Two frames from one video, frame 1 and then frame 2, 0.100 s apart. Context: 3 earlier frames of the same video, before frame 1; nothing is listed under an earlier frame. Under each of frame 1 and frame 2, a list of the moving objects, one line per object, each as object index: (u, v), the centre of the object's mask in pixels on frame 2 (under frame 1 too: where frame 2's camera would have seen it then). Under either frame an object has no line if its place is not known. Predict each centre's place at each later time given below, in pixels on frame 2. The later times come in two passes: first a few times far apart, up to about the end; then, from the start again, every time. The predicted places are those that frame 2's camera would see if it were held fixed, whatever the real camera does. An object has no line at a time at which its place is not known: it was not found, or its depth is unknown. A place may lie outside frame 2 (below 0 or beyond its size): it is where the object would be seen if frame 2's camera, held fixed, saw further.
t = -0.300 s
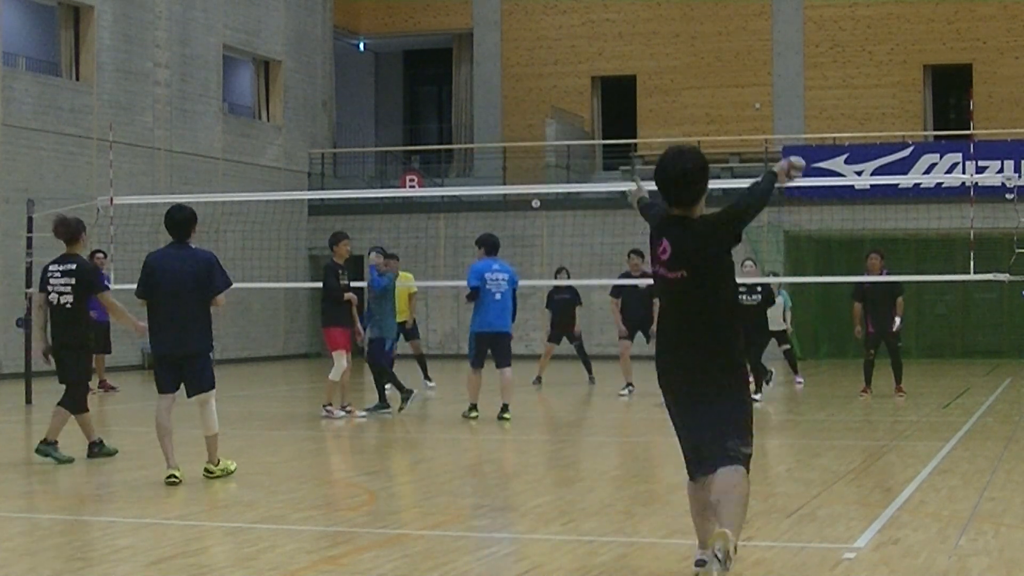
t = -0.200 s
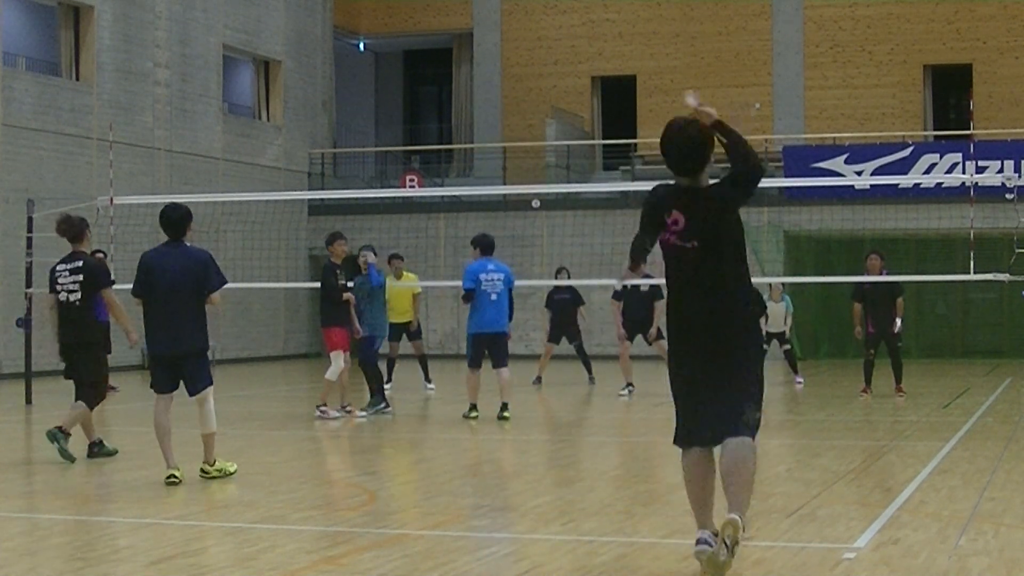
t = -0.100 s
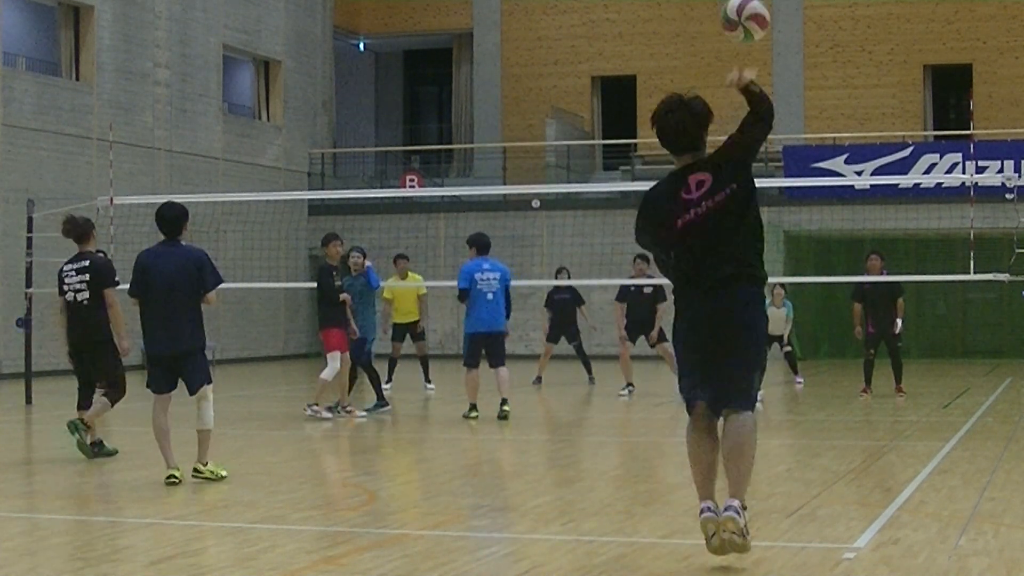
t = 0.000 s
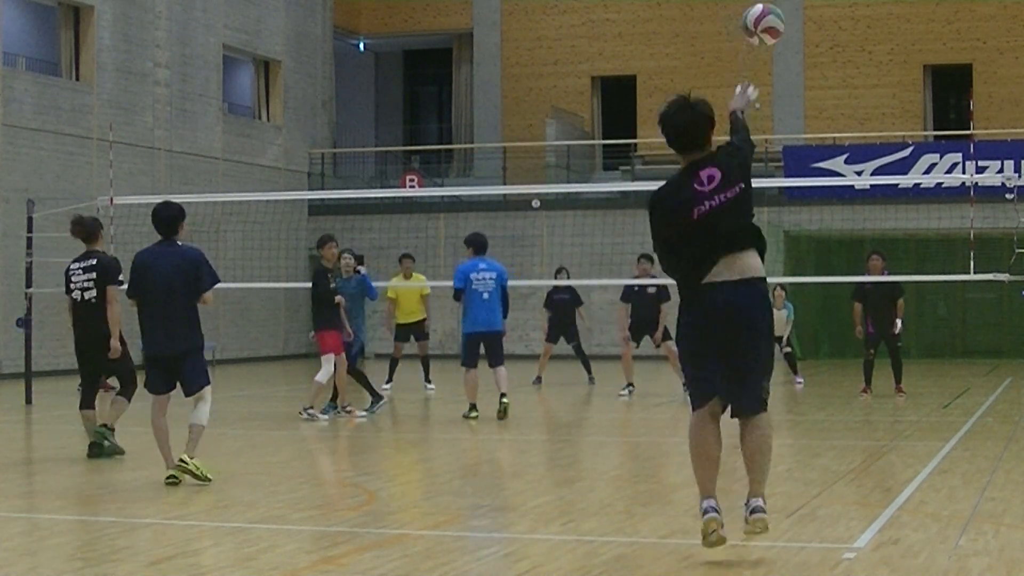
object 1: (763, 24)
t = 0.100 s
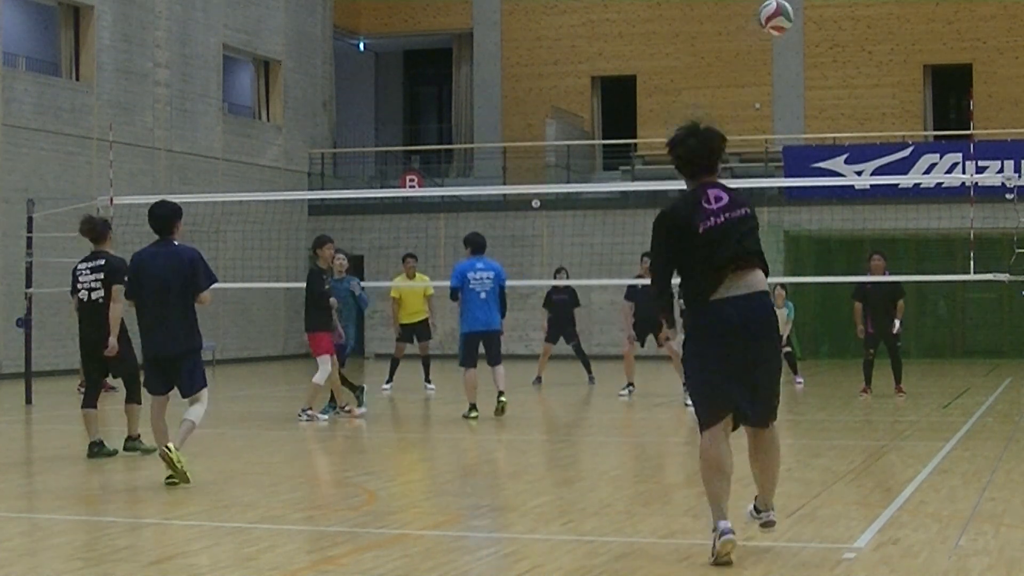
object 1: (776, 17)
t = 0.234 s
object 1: (776, 28)
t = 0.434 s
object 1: (763, 76)
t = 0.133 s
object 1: (777, 17)
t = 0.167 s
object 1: (777, 20)
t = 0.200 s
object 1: (777, 23)
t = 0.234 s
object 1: (776, 28)
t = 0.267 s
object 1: (775, 34)
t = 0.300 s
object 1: (773, 40)
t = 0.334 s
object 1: (770, 48)
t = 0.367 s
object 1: (768, 55)
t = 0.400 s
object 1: (766, 65)
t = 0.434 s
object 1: (763, 76)
